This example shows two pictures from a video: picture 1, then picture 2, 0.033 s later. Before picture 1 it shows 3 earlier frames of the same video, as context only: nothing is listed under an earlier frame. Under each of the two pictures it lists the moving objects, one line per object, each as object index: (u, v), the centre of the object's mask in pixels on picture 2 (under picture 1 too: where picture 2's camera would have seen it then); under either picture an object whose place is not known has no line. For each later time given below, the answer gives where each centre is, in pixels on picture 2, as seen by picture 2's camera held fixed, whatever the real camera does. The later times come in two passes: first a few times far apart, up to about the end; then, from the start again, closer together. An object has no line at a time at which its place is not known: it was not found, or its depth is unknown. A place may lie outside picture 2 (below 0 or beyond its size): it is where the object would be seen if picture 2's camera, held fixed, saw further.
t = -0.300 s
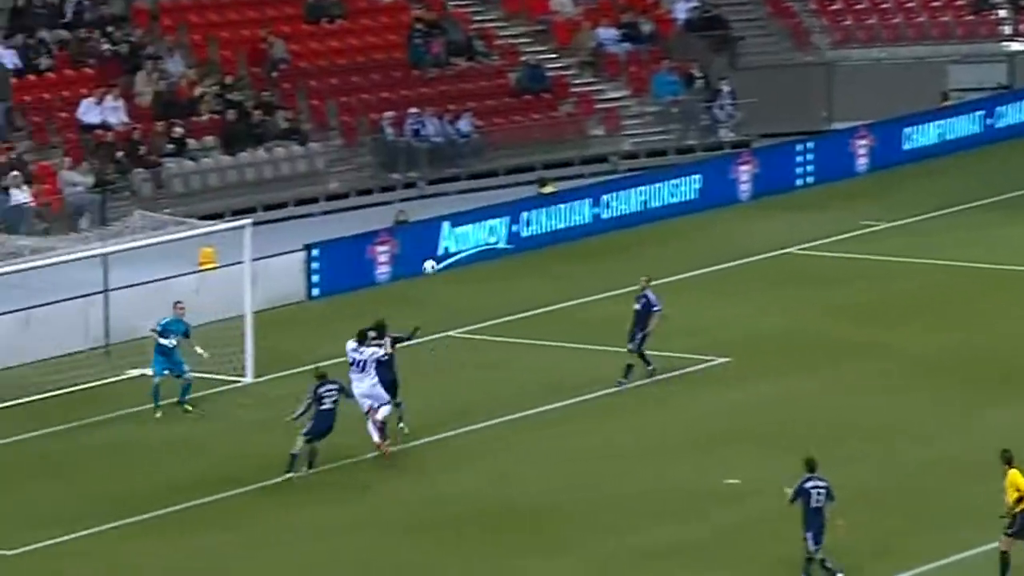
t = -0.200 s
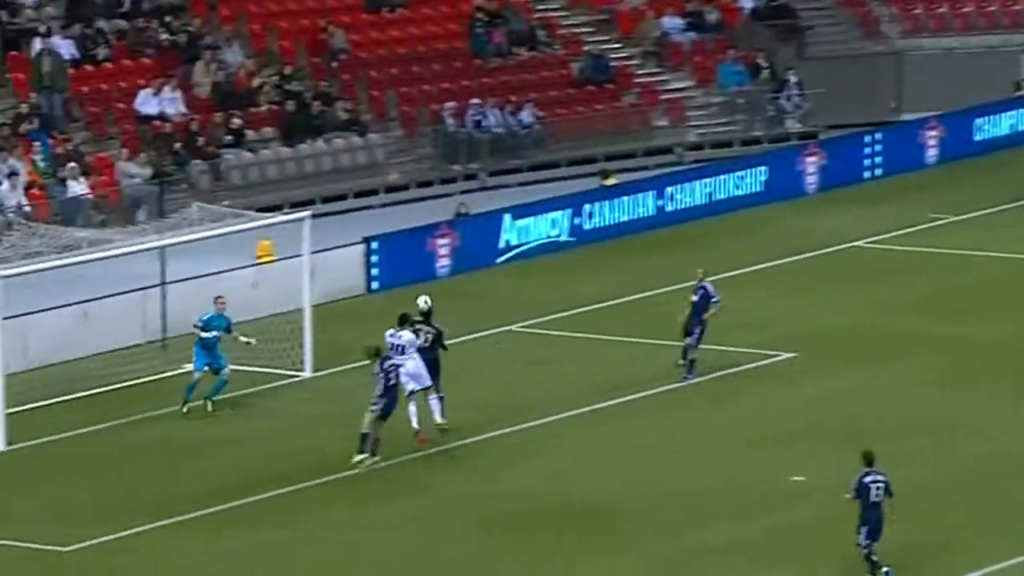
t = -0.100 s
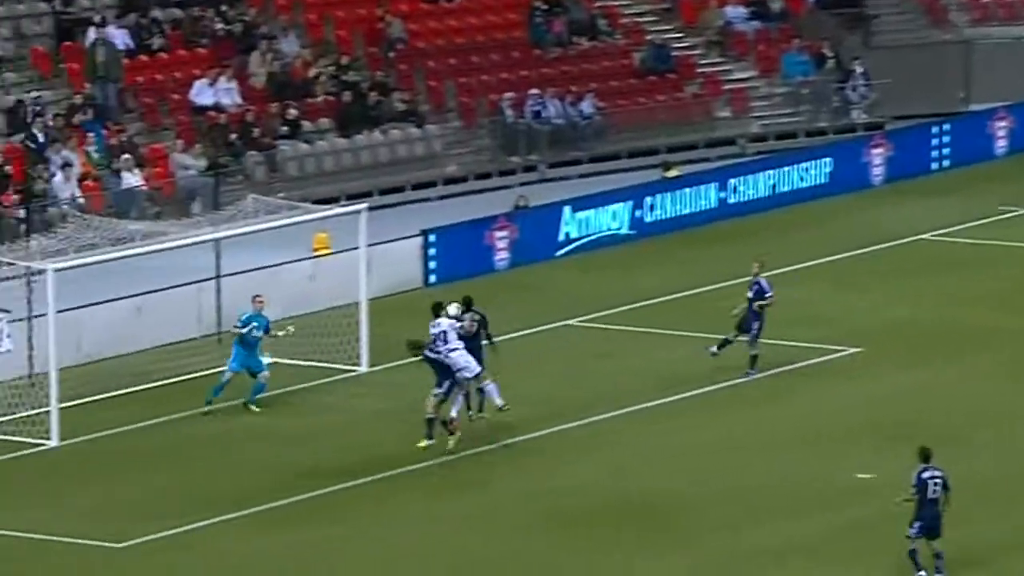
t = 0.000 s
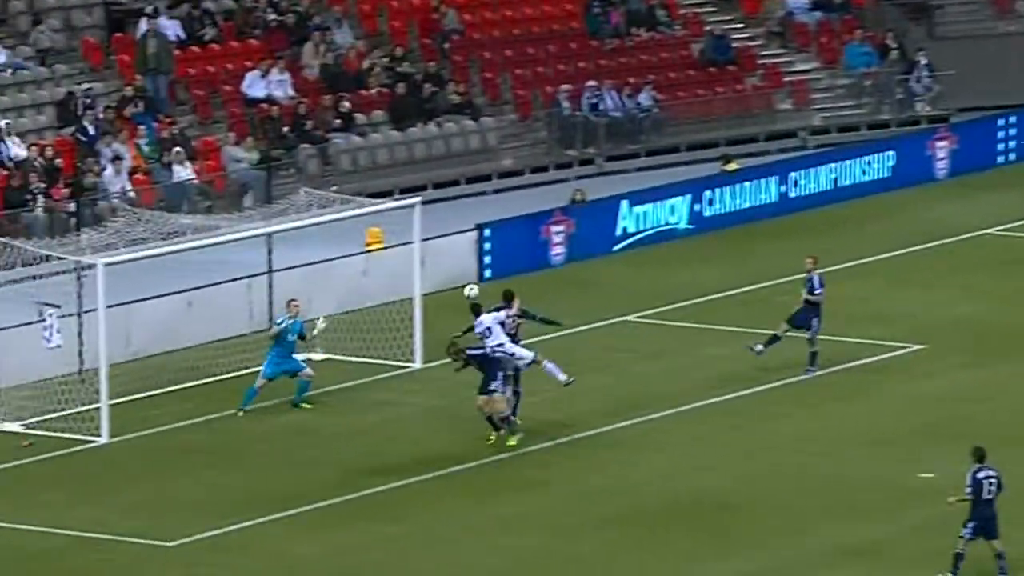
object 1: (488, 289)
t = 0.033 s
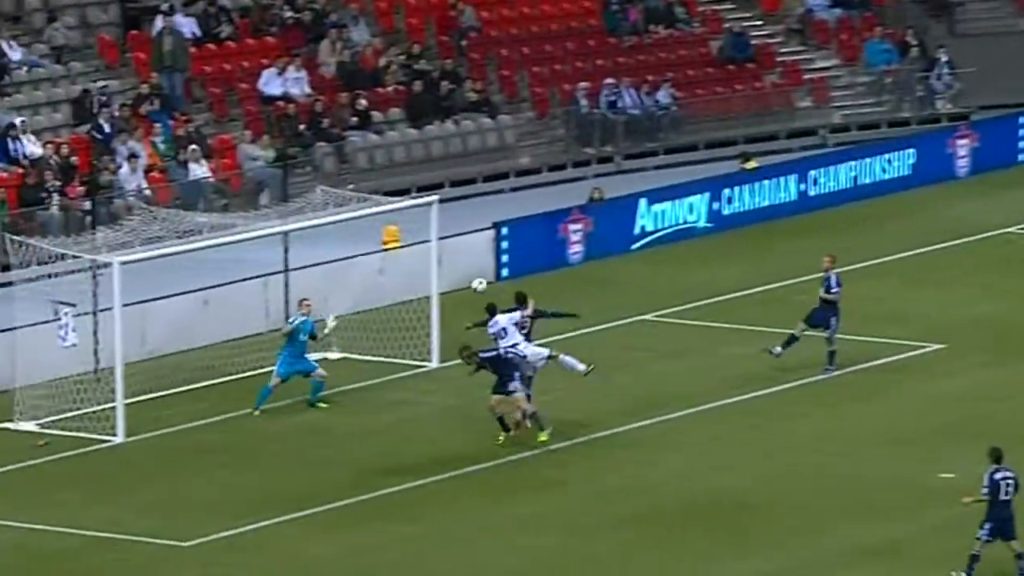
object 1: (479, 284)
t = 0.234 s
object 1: (424, 274)
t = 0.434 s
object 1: (372, 292)
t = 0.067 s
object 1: (470, 280)
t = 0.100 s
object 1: (461, 278)
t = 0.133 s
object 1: (451, 275)
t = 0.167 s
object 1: (444, 274)
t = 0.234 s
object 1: (424, 274)
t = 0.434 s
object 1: (372, 292)
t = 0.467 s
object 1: (364, 296)
